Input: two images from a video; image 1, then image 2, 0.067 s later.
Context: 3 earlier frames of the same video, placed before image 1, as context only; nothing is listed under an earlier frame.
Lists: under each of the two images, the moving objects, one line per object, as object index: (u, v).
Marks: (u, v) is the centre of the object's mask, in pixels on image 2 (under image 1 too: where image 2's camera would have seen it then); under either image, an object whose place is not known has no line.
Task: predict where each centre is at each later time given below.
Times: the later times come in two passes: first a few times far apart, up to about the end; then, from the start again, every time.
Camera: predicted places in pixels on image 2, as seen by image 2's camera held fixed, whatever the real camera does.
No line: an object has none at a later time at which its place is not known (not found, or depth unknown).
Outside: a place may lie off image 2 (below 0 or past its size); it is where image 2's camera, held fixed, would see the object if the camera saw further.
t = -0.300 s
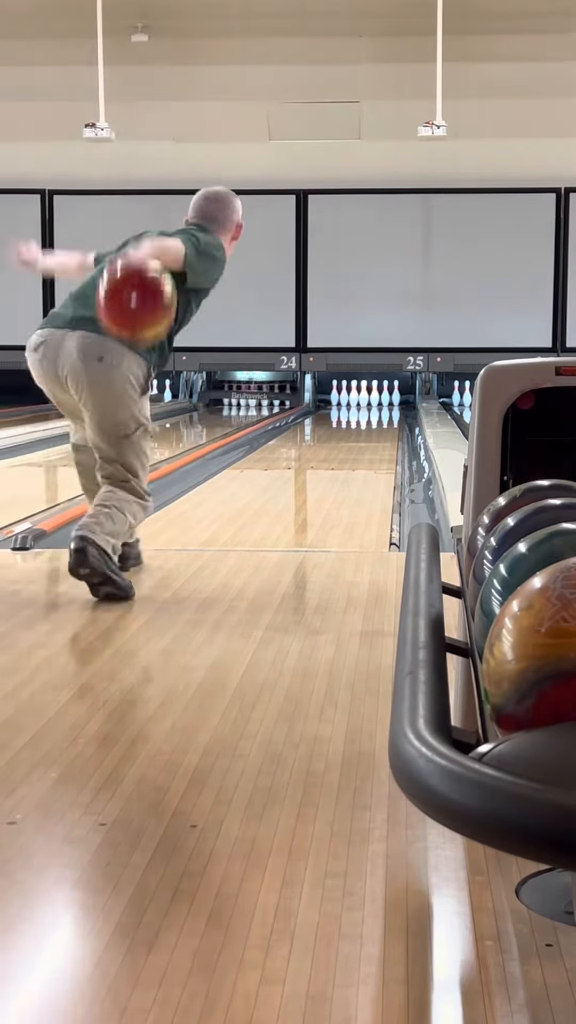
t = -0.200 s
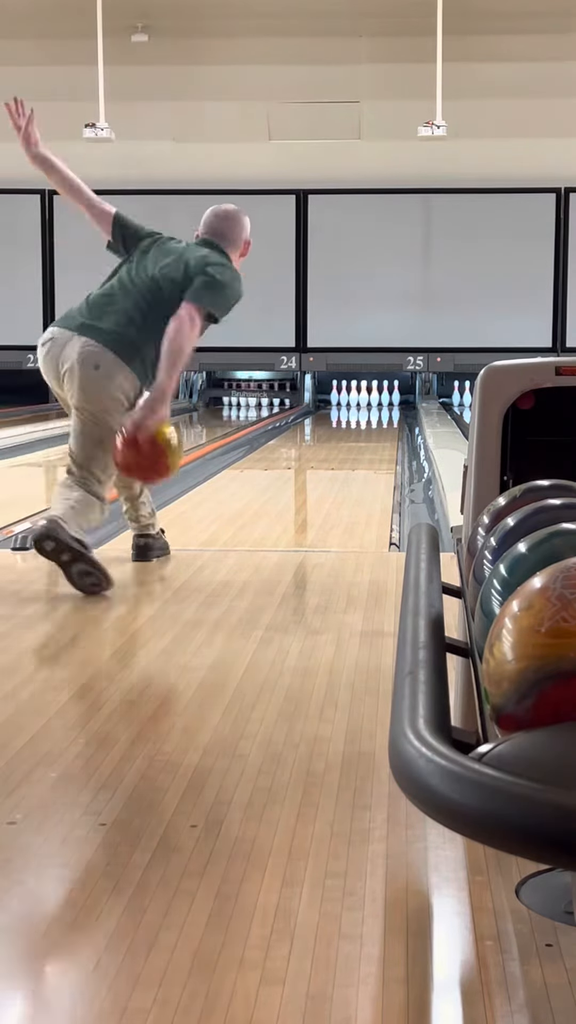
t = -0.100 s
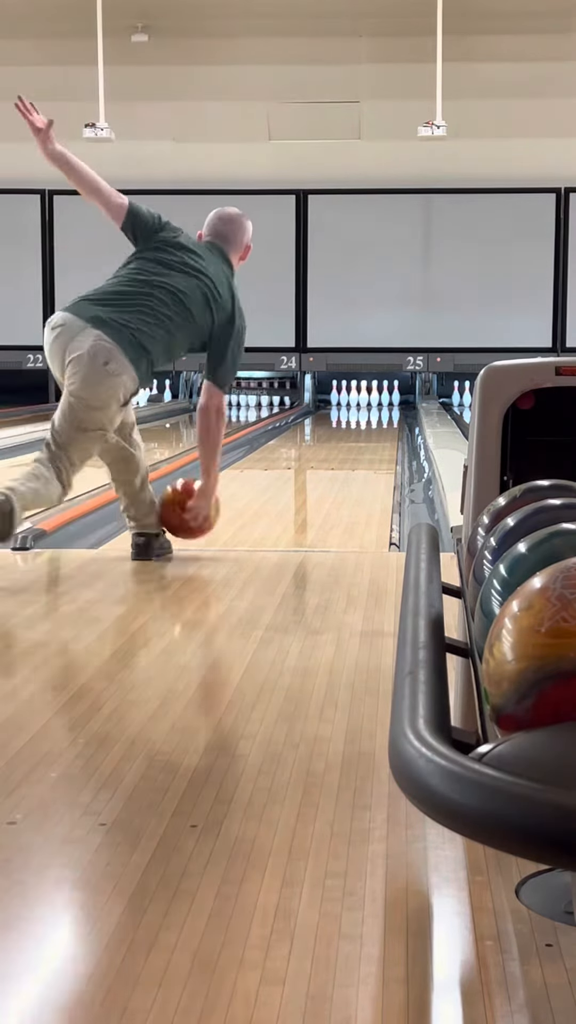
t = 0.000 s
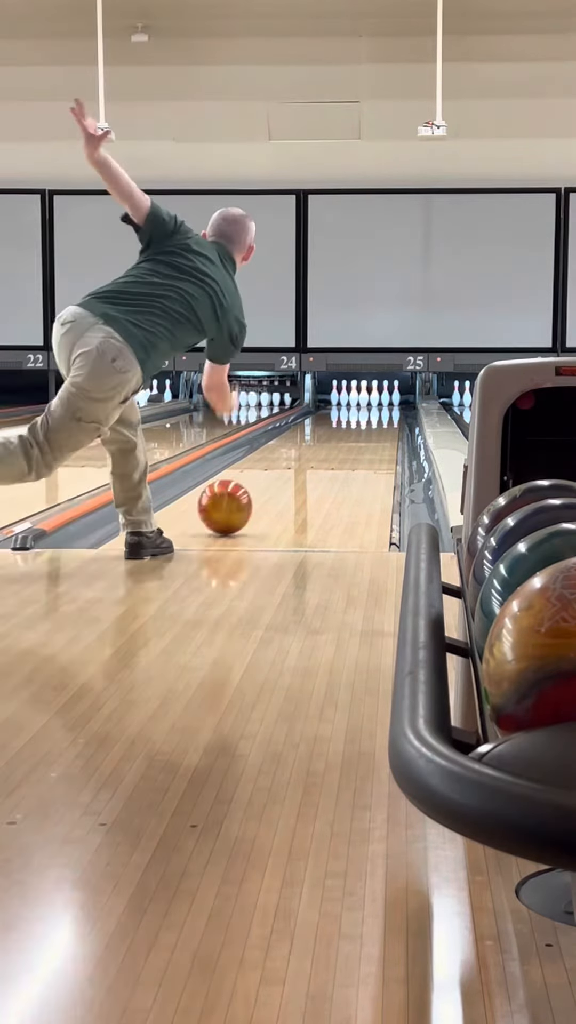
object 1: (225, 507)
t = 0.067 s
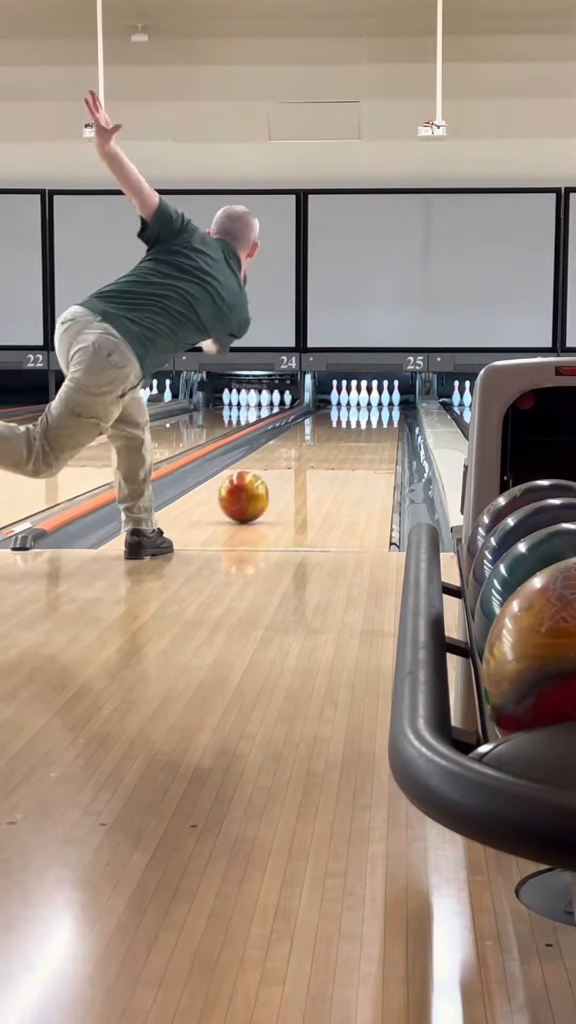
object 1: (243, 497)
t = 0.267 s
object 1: (286, 473)
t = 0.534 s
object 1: (323, 452)
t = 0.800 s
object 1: (347, 438)
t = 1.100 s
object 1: (364, 426)
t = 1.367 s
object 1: (375, 418)
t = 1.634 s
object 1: (383, 412)
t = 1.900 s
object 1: (385, 407)
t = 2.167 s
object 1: (381, 404)
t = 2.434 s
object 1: (370, 401)
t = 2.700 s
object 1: (367, 399)
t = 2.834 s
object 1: (365, 399)
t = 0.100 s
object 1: (252, 492)
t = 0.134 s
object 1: (259, 488)
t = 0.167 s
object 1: (267, 484)
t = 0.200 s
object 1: (274, 480)
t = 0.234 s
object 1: (280, 477)
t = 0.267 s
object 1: (286, 473)
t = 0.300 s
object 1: (291, 470)
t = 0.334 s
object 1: (297, 467)
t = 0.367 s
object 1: (302, 464)
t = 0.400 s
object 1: (306, 462)
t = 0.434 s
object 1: (310, 459)
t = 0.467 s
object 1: (315, 457)
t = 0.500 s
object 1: (319, 455)
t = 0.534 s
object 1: (323, 452)
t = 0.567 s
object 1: (326, 450)
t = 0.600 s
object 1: (329, 448)
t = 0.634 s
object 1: (332, 446)
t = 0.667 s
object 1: (335, 445)
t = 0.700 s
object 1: (339, 443)
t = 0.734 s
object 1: (341, 441)
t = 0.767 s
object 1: (344, 440)
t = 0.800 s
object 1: (347, 438)
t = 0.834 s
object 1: (349, 436)
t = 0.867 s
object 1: (351, 435)
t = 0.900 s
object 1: (353, 433)
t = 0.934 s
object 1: (355, 432)
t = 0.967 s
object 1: (357, 431)
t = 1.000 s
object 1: (359, 429)
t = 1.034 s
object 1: (361, 428)
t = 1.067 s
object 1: (363, 427)
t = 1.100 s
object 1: (364, 426)
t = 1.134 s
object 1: (366, 425)
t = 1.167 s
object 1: (368, 424)
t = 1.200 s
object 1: (369, 423)
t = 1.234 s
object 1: (370, 422)
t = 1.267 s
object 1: (371, 421)
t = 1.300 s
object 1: (373, 420)
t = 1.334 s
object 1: (374, 419)
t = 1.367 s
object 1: (375, 418)
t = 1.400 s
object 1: (377, 417)
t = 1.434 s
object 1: (378, 416)
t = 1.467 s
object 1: (379, 415)
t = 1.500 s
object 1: (380, 415)
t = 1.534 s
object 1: (380, 414)
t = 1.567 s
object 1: (381, 414)
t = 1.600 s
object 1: (382, 413)
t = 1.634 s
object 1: (383, 412)
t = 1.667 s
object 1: (384, 411)
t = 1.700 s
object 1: (384, 411)
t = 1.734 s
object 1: (385, 411)
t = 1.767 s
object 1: (385, 410)
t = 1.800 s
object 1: (385, 409)
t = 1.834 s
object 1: (385, 408)
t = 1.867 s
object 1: (386, 408)
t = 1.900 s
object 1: (385, 407)
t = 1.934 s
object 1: (385, 407)
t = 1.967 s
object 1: (385, 406)
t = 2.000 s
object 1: (385, 406)
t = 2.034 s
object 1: (385, 405)
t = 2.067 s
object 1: (384, 405)
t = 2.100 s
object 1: (383, 404)
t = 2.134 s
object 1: (382, 404)
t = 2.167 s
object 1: (381, 404)
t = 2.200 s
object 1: (380, 403)
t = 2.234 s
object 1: (379, 403)
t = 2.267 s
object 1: (377, 402)
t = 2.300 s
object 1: (376, 402)
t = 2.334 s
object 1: (374, 402)
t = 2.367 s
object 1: (373, 401)
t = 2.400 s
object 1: (372, 401)
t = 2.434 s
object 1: (370, 401)
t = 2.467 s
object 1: (369, 400)
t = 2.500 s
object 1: (369, 400)
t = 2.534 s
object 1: (368, 400)
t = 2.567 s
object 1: (368, 400)
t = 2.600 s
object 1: (367, 399)
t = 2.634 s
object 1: (368, 400)
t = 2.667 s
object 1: (368, 399)
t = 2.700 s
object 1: (367, 399)
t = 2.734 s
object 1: (367, 399)
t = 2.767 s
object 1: (366, 399)
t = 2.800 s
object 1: (365, 398)
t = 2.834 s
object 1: (365, 399)
